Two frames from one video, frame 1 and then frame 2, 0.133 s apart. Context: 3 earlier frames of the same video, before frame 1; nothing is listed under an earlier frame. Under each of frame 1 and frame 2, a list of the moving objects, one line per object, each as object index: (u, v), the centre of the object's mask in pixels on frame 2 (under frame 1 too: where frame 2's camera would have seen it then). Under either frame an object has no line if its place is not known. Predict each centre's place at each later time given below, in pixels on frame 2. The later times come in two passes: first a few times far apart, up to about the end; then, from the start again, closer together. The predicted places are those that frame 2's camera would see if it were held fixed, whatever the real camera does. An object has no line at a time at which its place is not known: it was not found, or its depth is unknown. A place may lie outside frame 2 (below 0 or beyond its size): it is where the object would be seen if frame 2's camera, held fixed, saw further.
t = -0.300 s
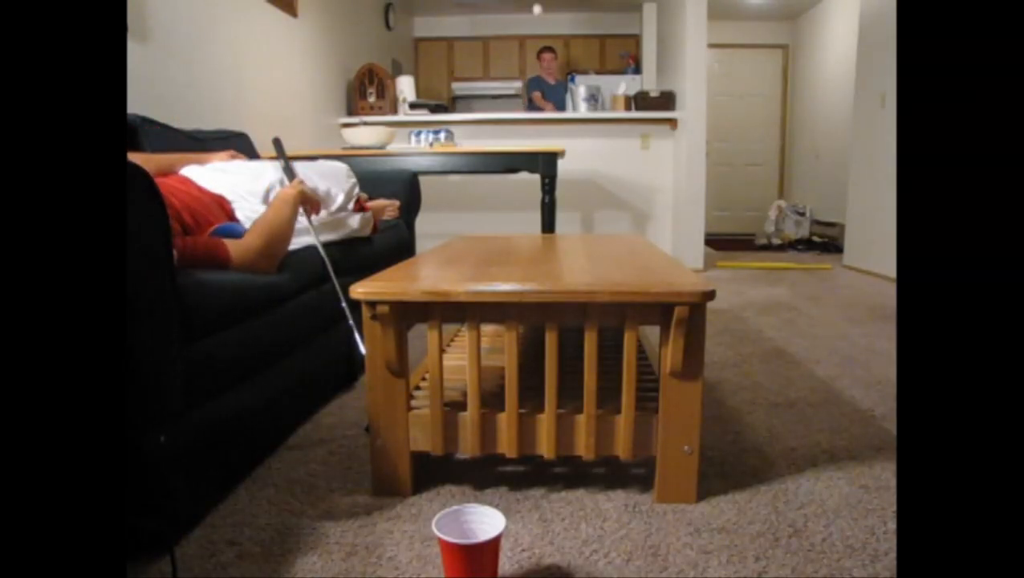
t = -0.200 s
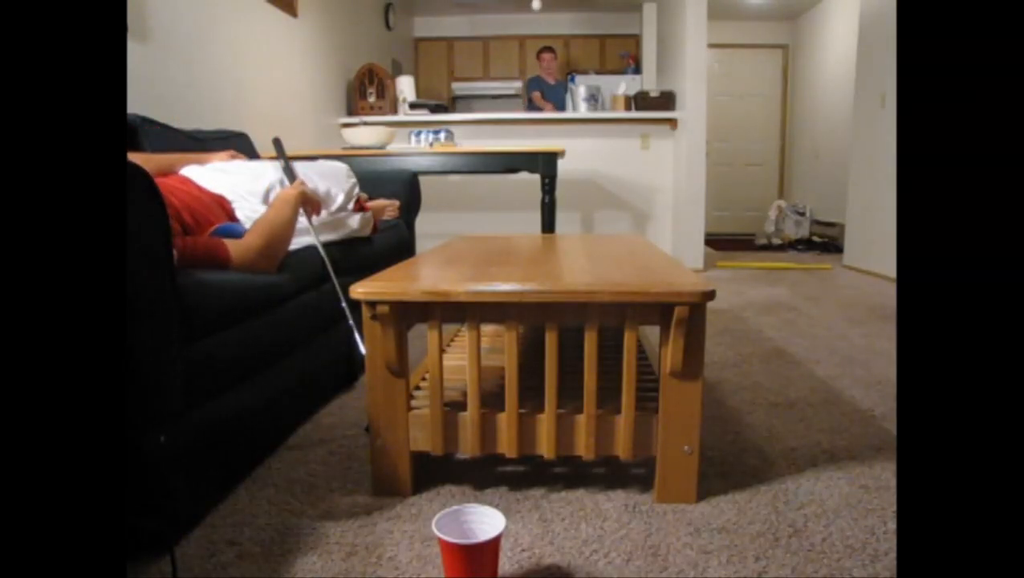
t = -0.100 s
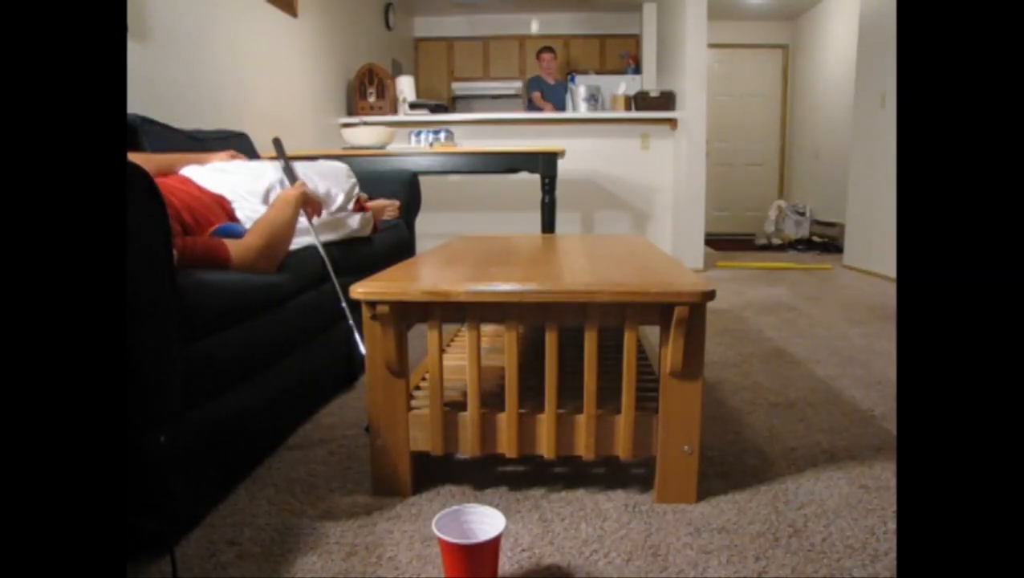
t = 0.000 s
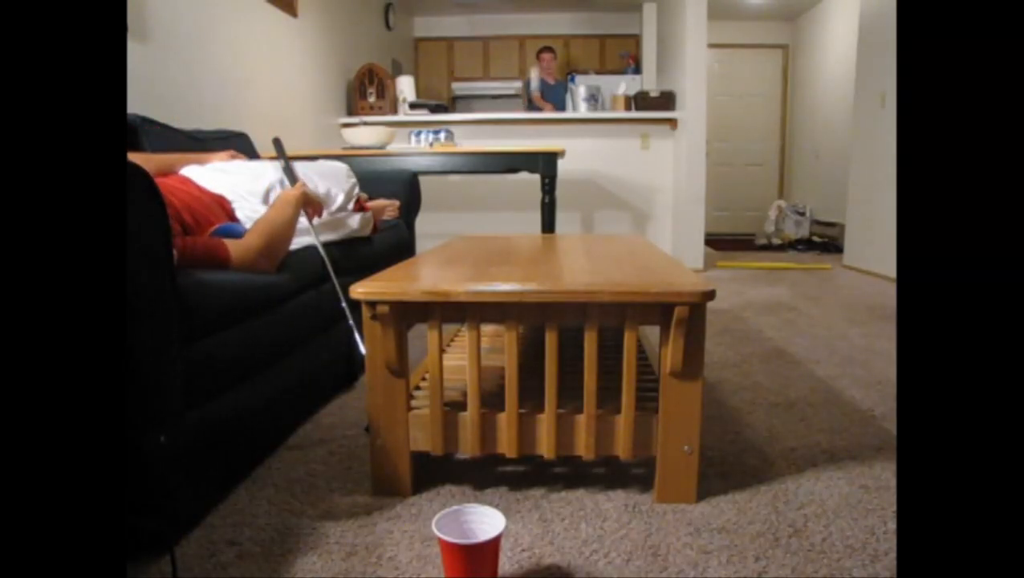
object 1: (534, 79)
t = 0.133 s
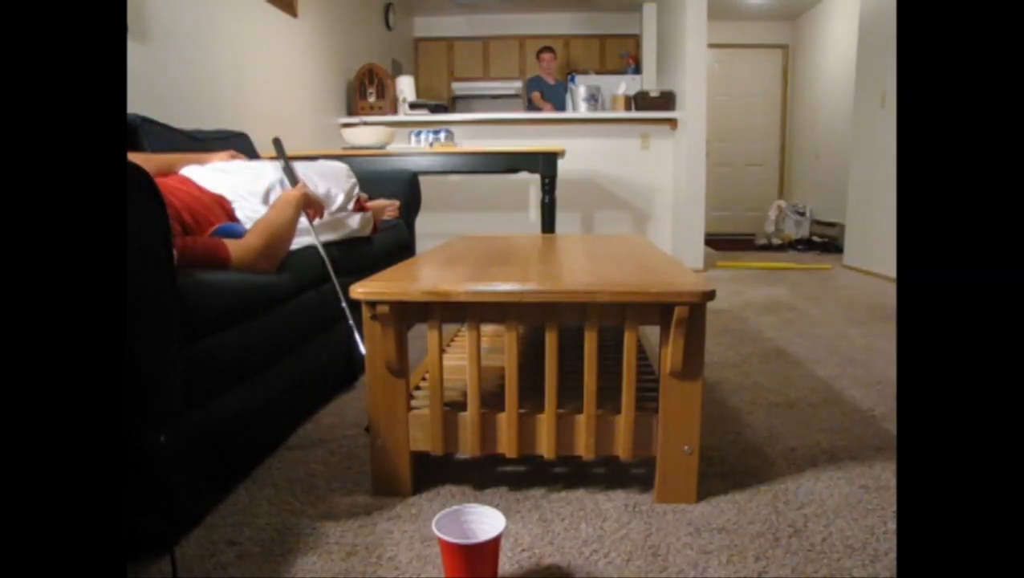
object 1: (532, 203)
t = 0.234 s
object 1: (532, 161)
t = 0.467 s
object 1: (523, 30)
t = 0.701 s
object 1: (515, 102)
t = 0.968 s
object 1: (499, 96)
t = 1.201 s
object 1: (480, 53)
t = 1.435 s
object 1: (457, 394)
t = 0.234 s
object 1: (532, 161)
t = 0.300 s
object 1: (529, 101)
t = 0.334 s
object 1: (529, 81)
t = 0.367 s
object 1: (527, 63)
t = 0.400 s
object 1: (526, 48)
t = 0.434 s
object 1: (525, 37)
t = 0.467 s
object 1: (523, 30)
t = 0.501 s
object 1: (522, 26)
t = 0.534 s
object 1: (520, 27)
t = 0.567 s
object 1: (519, 33)
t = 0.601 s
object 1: (518, 43)
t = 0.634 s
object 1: (517, 59)
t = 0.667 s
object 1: (516, 78)
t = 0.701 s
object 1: (515, 102)
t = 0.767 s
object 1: (512, 175)
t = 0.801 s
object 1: (510, 220)
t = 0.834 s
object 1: (508, 238)
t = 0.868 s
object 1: (506, 200)
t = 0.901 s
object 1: (506, 164)
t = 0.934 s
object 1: (503, 126)
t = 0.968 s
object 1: (499, 96)
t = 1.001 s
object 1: (497, 73)
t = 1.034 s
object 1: (495, 56)
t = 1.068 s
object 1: (493, 43)
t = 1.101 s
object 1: (490, 36)
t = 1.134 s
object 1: (487, 35)
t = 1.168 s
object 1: (484, 41)
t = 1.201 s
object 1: (480, 53)
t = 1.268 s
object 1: (472, 99)
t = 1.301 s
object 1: (470, 146)
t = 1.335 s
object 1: (464, 190)
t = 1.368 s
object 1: (462, 247)
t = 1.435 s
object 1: (457, 394)
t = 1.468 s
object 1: (459, 469)
